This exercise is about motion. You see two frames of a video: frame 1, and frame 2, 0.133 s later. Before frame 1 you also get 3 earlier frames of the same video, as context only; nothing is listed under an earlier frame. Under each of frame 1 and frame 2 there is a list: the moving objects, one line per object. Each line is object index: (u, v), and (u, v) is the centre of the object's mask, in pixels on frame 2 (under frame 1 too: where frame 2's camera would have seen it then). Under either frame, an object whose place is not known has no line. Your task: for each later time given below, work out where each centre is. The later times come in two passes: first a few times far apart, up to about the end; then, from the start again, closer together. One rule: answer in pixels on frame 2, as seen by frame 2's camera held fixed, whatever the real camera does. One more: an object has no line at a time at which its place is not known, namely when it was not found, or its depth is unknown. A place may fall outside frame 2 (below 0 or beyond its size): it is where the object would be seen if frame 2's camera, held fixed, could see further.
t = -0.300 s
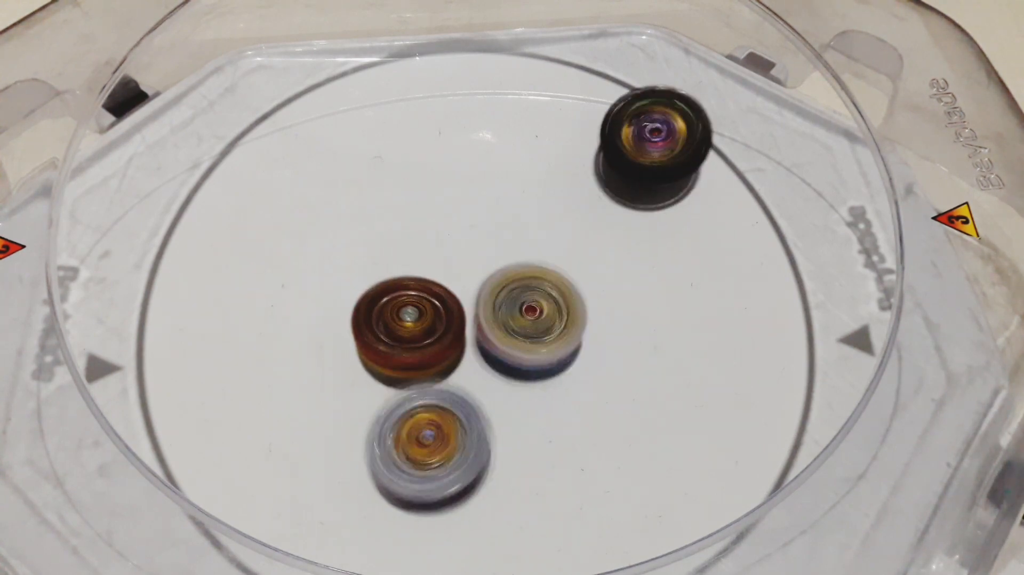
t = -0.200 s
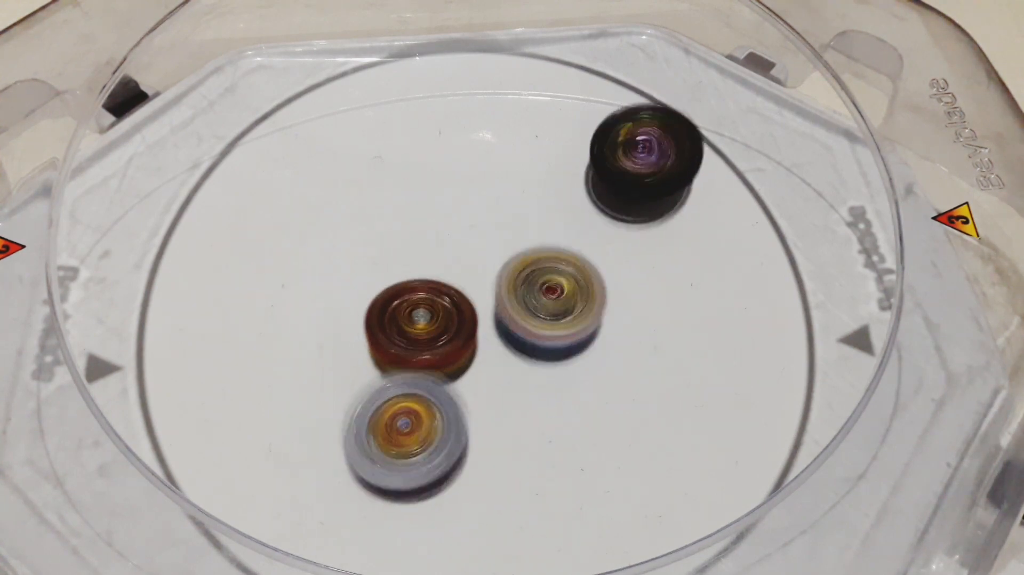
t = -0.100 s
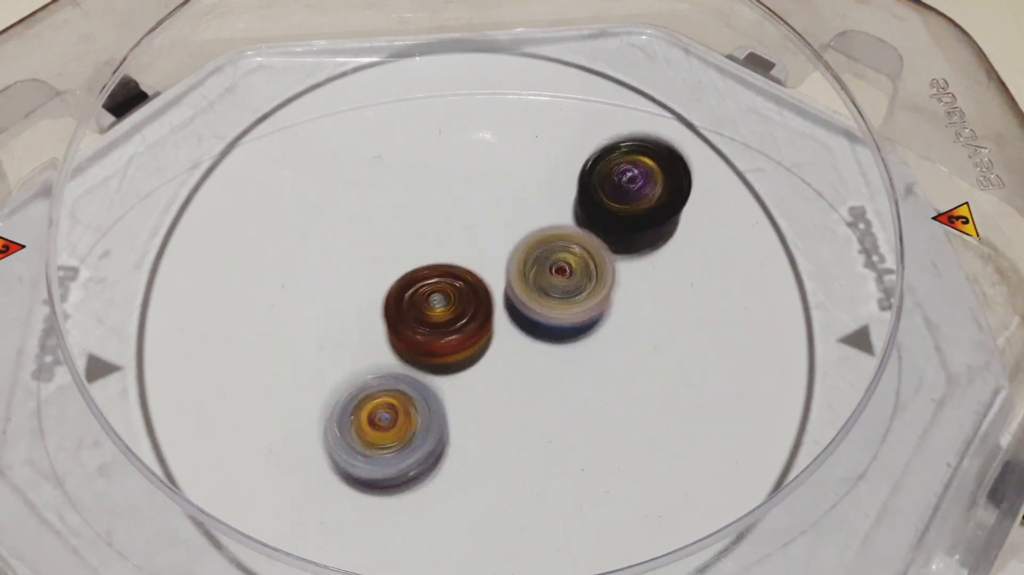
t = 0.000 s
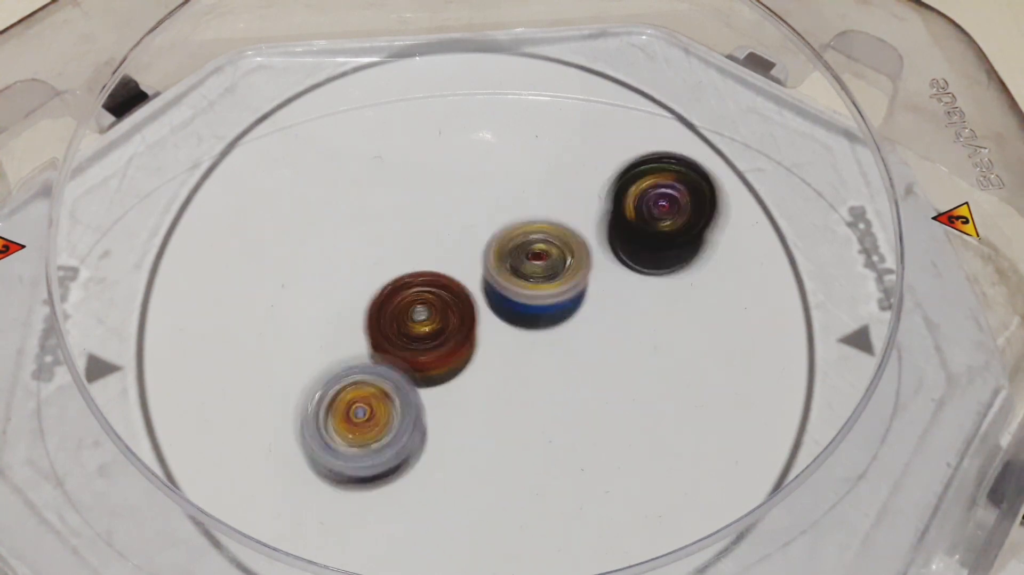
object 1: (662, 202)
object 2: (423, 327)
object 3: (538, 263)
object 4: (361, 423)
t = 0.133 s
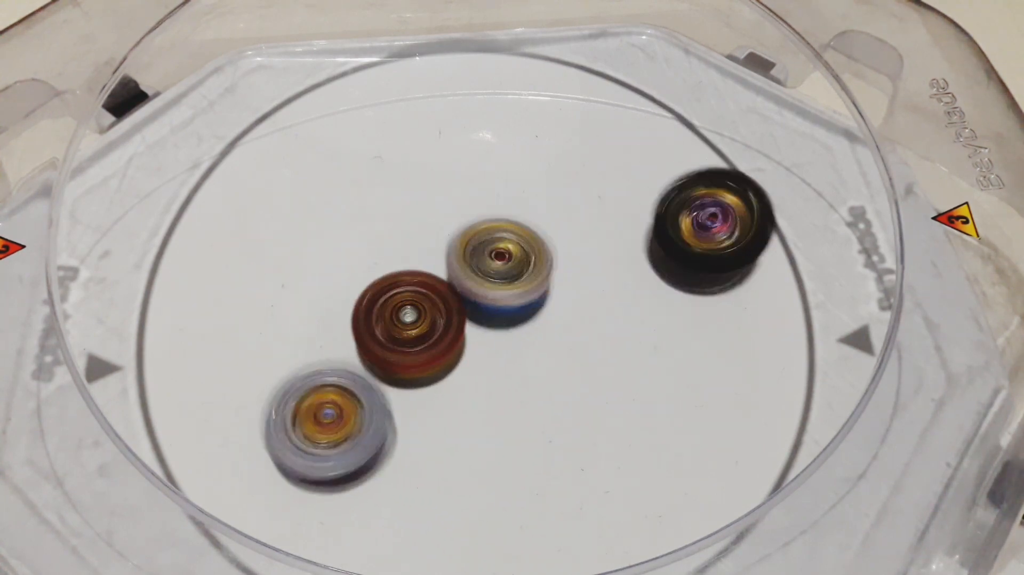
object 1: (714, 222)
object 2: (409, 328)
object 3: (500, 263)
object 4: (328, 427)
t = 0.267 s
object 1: (746, 250)
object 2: (398, 334)
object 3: (484, 250)
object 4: (305, 420)
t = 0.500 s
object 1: (753, 302)
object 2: (407, 324)
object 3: (475, 222)
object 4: (282, 415)
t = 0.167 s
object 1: (724, 226)
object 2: (407, 330)
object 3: (495, 260)
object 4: (321, 426)
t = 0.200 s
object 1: (731, 234)
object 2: (404, 331)
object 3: (490, 259)
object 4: (315, 424)
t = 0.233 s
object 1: (740, 240)
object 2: (401, 331)
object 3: (487, 255)
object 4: (309, 422)
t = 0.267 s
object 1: (746, 250)
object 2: (398, 334)
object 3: (484, 250)
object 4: (305, 420)
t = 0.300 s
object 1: (751, 257)
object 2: (396, 336)
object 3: (483, 244)
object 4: (303, 418)
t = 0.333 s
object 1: (754, 265)
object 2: (395, 337)
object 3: (482, 236)
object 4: (301, 414)
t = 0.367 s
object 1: (754, 273)
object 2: (395, 338)
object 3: (481, 230)
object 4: (300, 411)
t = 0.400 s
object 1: (757, 283)
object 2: (396, 337)
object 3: (479, 224)
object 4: (295, 412)
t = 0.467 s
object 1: (754, 293)
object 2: (403, 329)
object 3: (476, 222)
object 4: (287, 415)
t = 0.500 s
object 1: (753, 302)
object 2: (407, 324)
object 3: (475, 222)
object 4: (282, 415)
